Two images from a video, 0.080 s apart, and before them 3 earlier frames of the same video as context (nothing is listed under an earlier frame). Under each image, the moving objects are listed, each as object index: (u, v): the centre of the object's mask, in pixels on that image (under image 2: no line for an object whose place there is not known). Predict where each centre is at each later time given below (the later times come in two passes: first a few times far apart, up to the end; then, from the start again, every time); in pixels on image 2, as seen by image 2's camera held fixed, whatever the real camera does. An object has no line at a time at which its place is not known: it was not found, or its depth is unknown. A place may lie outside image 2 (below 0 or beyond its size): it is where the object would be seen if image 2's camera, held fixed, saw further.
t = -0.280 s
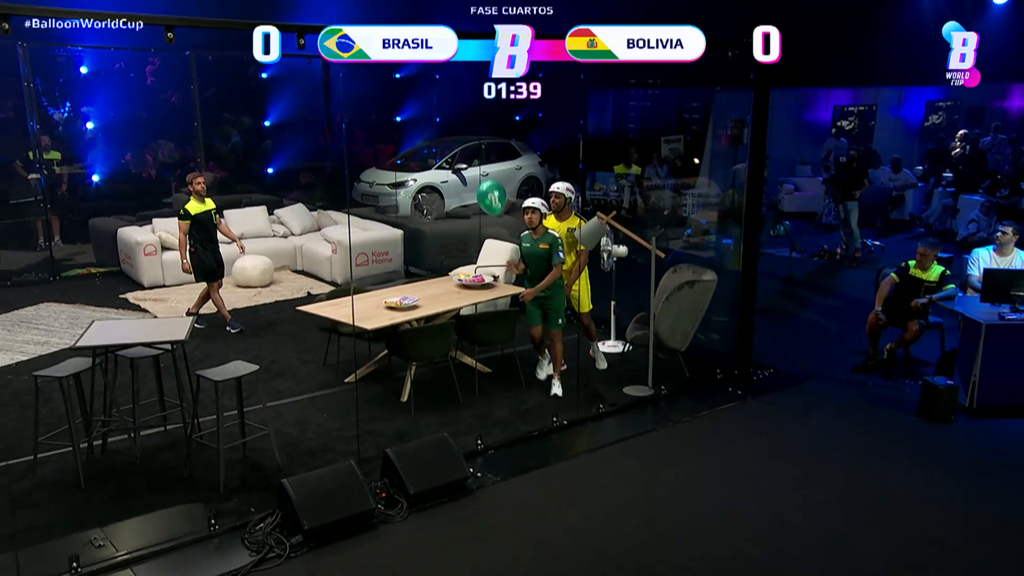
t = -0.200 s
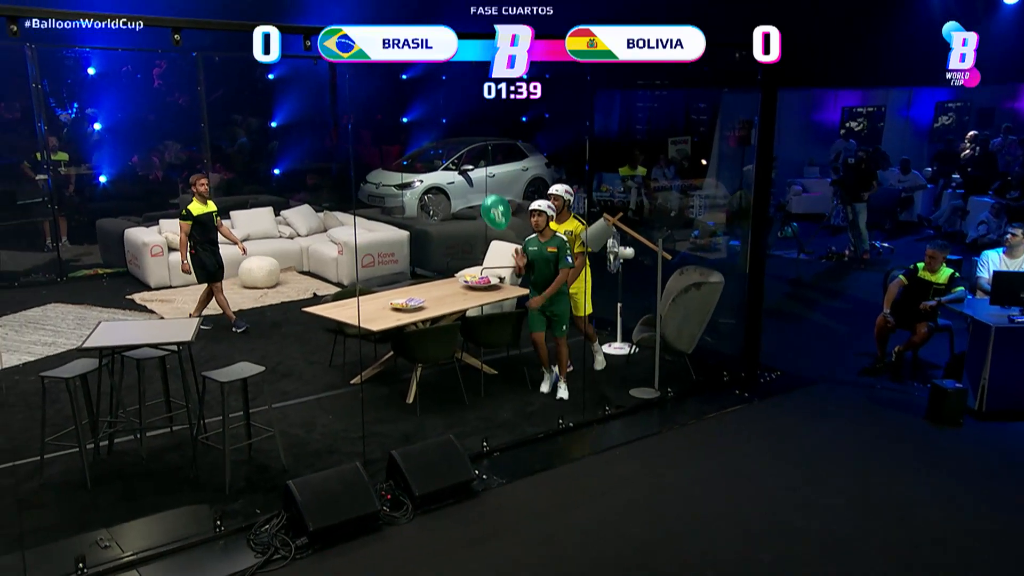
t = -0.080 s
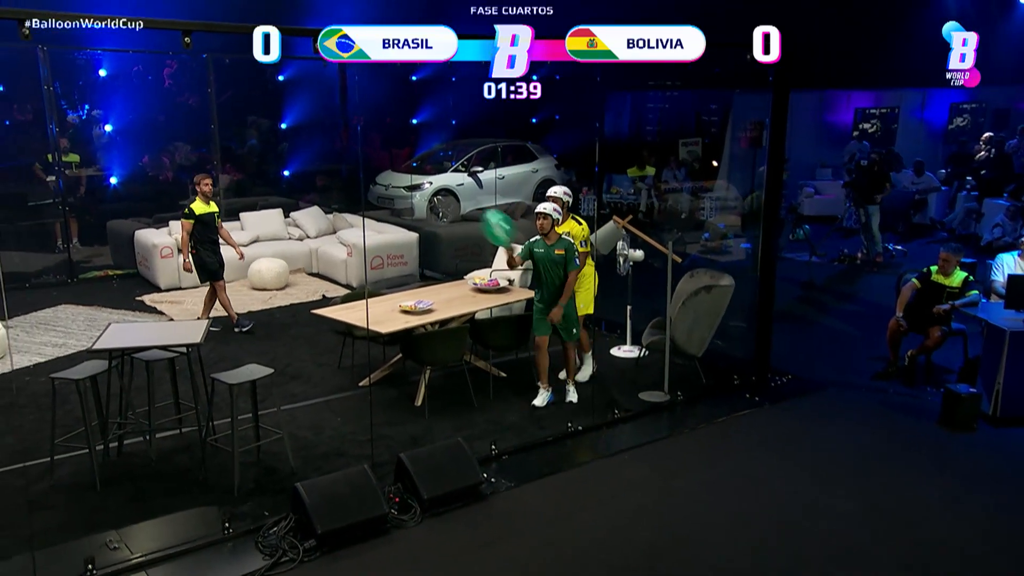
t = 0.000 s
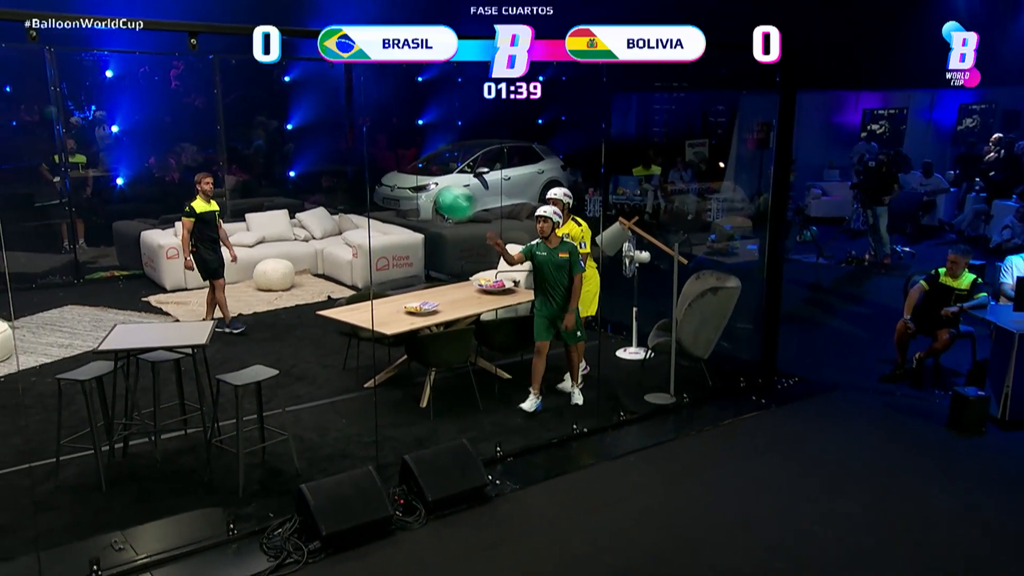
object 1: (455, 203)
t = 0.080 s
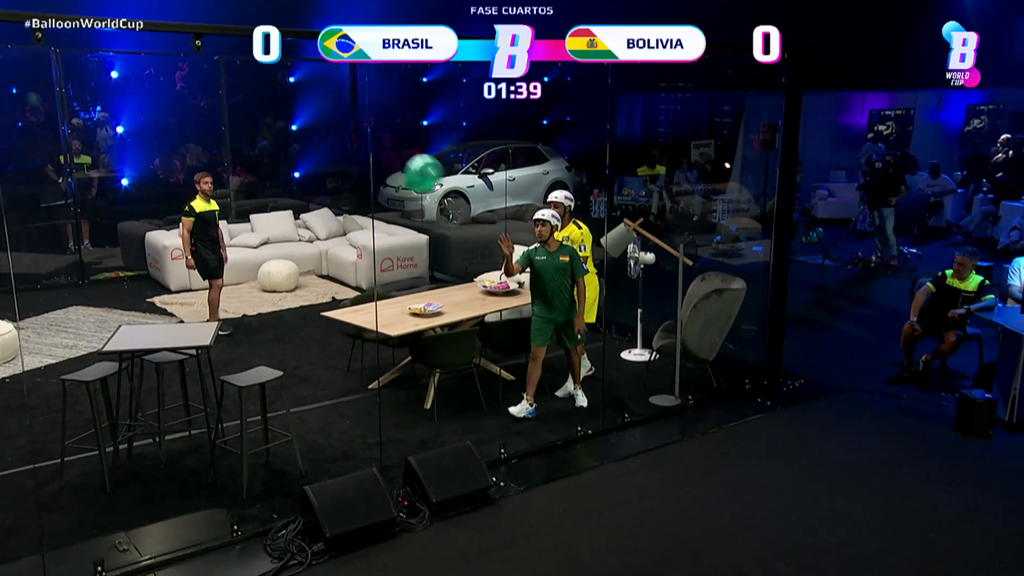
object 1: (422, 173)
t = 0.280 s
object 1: (381, 126)
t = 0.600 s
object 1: (351, 105)
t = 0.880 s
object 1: (323, 108)
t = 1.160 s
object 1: (306, 134)
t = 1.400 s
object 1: (296, 171)
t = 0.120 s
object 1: (410, 159)
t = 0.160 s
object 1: (400, 149)
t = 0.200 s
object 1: (392, 139)
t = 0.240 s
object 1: (386, 132)
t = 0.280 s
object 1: (381, 126)
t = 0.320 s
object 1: (378, 121)
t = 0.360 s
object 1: (374, 117)
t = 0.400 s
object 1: (372, 114)
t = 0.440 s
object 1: (369, 112)
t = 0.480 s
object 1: (364, 110)
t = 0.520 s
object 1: (360, 108)
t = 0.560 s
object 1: (356, 106)
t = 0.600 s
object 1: (351, 105)
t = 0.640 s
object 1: (347, 104)
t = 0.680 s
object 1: (342, 104)
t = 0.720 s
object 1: (338, 104)
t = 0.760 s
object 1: (334, 104)
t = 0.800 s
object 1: (330, 105)
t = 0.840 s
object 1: (327, 106)
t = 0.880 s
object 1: (323, 108)
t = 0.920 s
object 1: (321, 110)
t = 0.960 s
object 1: (318, 113)
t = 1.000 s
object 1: (316, 116)
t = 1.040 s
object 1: (313, 120)
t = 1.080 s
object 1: (311, 125)
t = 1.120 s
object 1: (309, 129)
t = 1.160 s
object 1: (306, 134)
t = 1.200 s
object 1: (304, 140)
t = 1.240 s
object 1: (302, 146)
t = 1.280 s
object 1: (300, 151)
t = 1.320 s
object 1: (298, 158)
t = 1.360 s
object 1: (296, 164)
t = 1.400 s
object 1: (296, 171)
